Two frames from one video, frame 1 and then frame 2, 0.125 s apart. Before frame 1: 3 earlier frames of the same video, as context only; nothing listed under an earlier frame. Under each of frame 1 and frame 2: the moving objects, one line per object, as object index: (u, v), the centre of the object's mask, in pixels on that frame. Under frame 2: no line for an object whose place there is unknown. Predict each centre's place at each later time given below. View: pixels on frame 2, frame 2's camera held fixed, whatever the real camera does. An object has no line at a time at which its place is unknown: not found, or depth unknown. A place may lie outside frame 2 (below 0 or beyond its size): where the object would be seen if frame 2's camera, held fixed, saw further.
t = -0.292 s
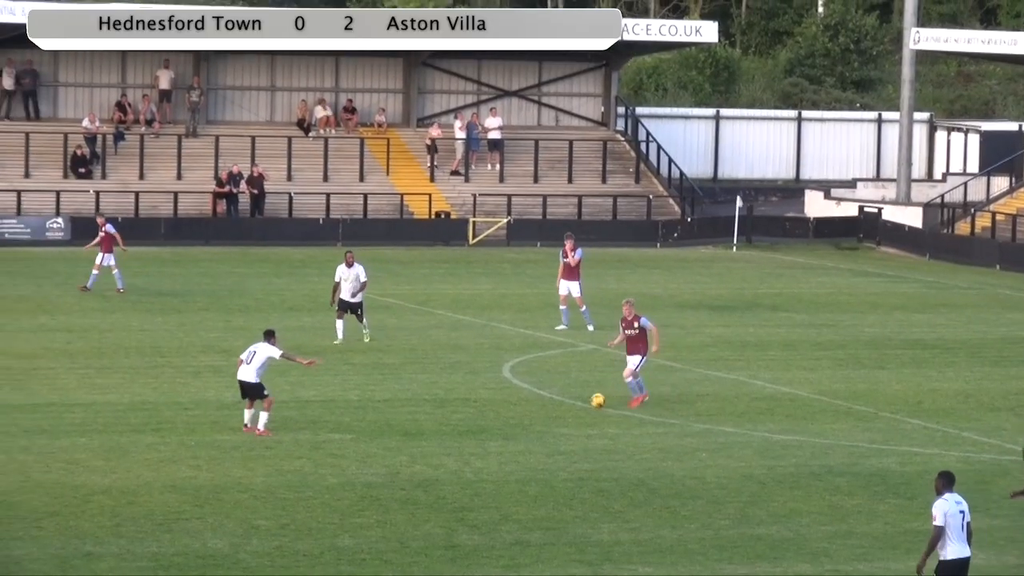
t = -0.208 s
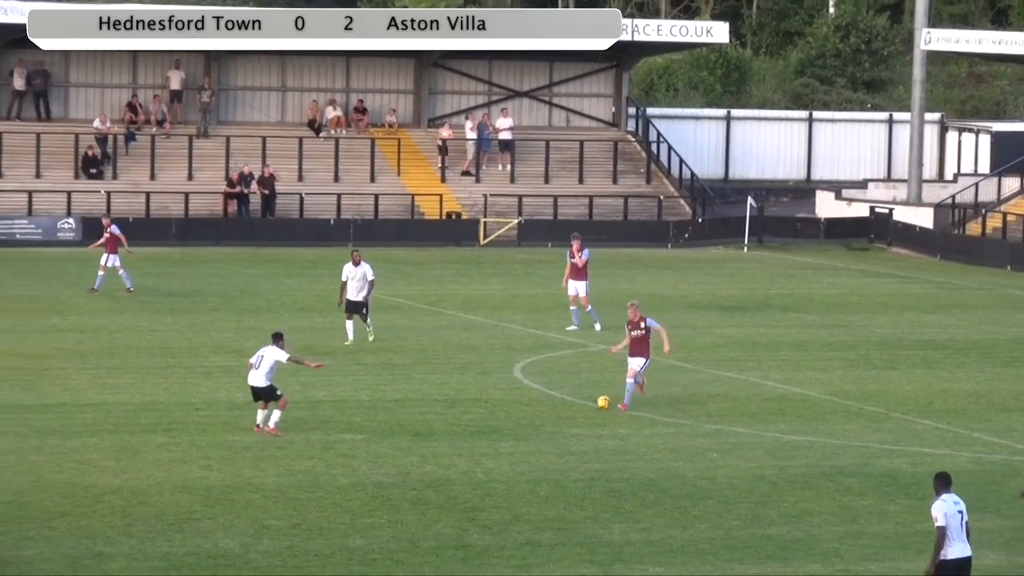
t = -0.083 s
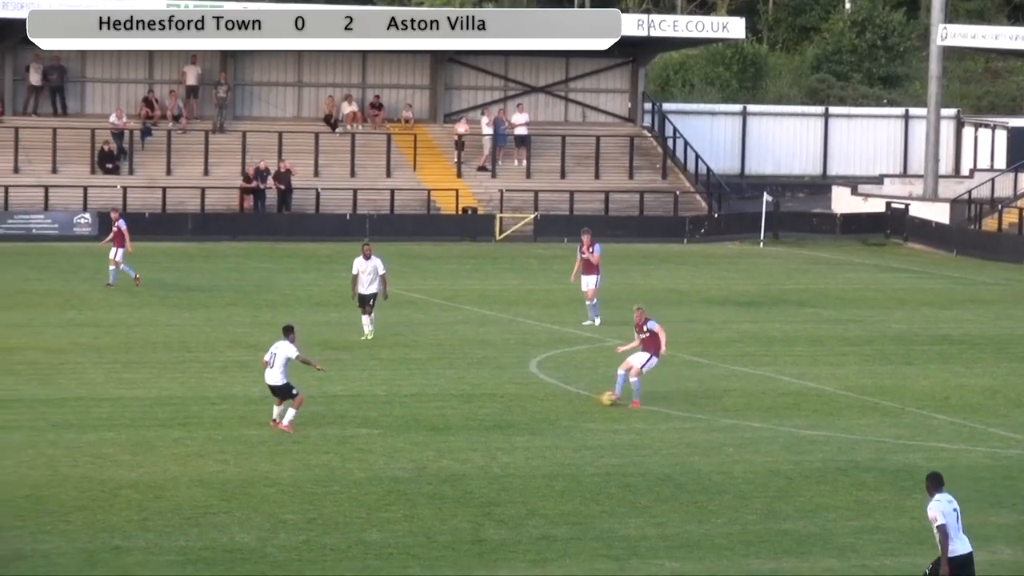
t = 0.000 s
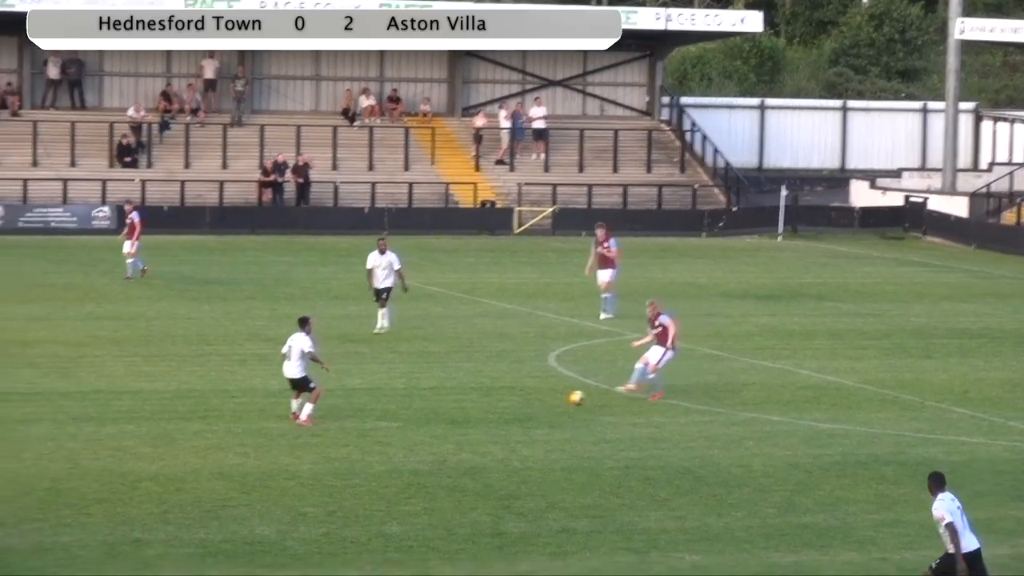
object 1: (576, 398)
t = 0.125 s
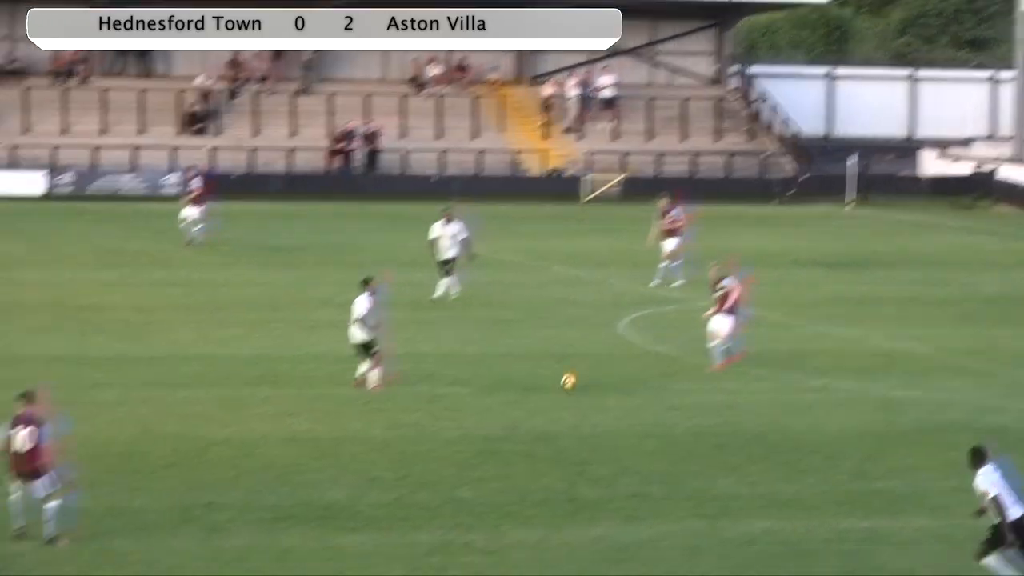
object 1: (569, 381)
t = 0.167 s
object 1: (542, 390)
